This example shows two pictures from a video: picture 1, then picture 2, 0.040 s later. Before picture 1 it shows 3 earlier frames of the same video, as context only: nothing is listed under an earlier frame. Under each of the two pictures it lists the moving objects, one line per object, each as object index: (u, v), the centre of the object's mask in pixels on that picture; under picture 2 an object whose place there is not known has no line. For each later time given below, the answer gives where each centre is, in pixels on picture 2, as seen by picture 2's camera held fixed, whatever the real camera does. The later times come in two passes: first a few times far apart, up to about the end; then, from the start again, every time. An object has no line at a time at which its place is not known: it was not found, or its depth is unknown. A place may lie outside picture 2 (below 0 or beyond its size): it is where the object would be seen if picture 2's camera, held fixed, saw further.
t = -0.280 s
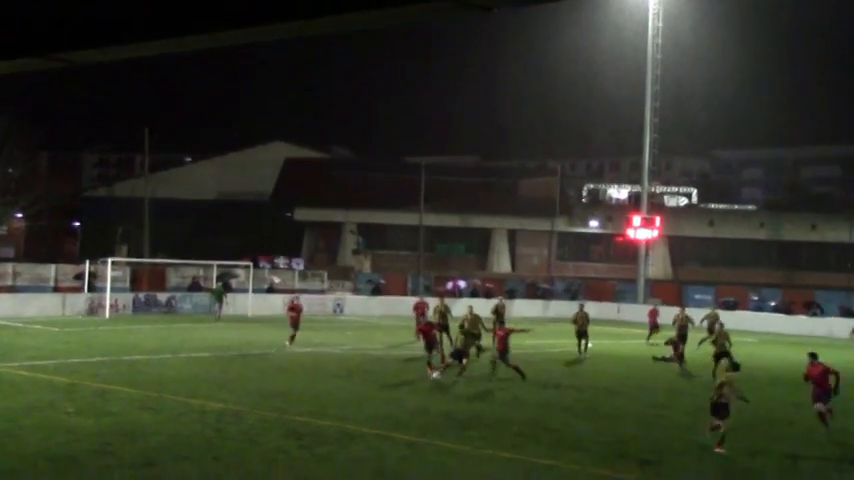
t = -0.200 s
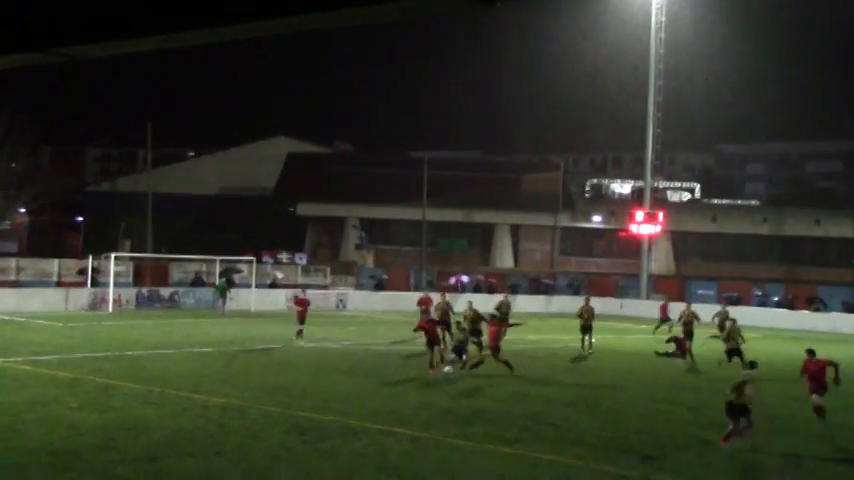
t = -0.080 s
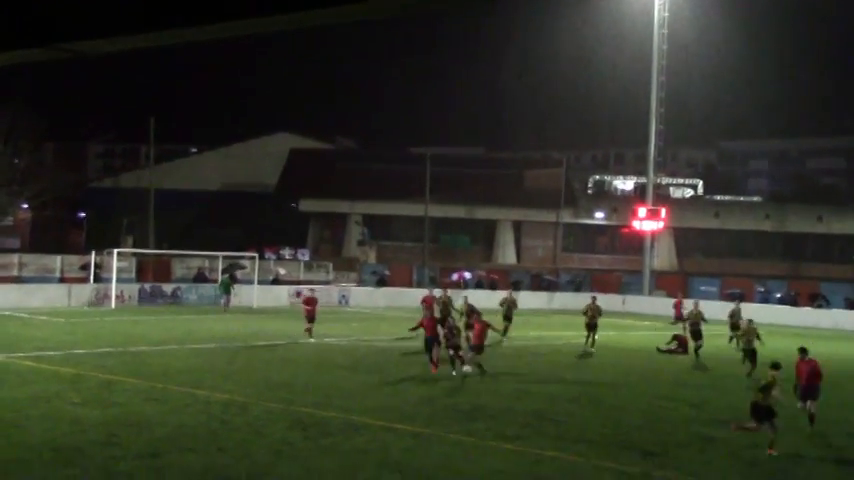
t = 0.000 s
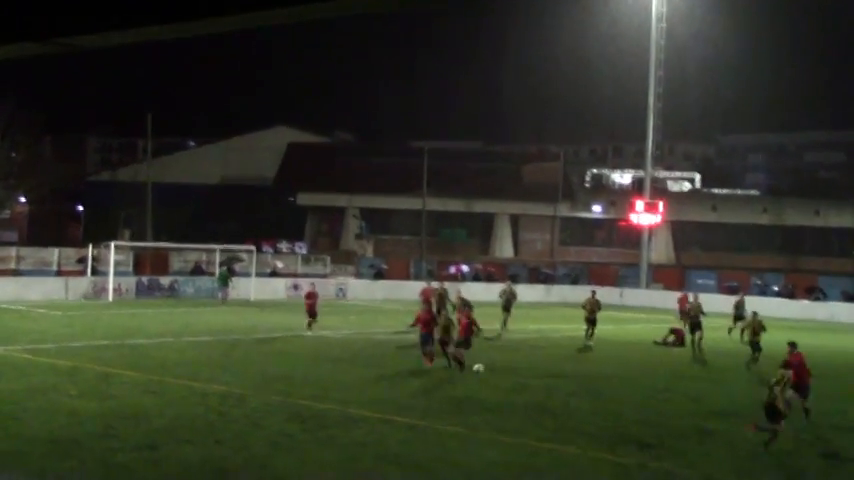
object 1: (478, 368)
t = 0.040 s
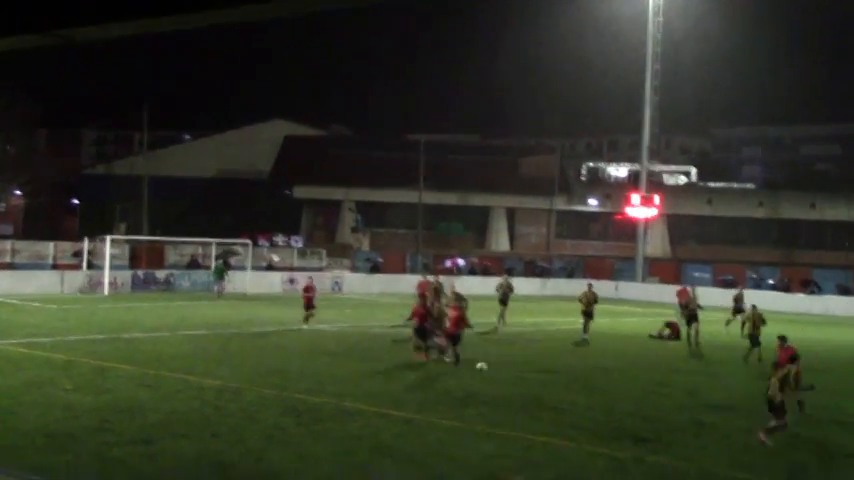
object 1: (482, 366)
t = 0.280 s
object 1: (541, 416)
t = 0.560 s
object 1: (641, 444)
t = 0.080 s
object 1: (489, 372)
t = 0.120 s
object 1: (498, 378)
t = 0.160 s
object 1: (508, 385)
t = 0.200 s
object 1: (518, 394)
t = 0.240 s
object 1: (530, 405)
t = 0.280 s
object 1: (541, 416)
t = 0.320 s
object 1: (553, 420)
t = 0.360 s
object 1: (566, 421)
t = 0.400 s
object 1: (579, 423)
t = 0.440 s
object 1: (592, 427)
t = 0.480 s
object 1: (607, 431)
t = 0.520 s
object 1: (624, 438)
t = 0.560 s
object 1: (641, 444)
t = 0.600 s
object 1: (659, 452)
